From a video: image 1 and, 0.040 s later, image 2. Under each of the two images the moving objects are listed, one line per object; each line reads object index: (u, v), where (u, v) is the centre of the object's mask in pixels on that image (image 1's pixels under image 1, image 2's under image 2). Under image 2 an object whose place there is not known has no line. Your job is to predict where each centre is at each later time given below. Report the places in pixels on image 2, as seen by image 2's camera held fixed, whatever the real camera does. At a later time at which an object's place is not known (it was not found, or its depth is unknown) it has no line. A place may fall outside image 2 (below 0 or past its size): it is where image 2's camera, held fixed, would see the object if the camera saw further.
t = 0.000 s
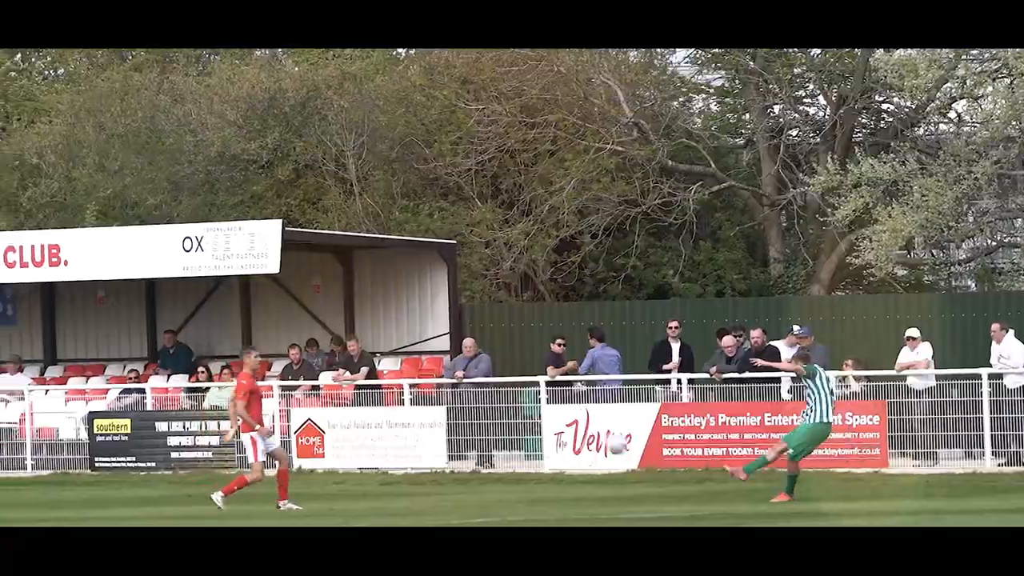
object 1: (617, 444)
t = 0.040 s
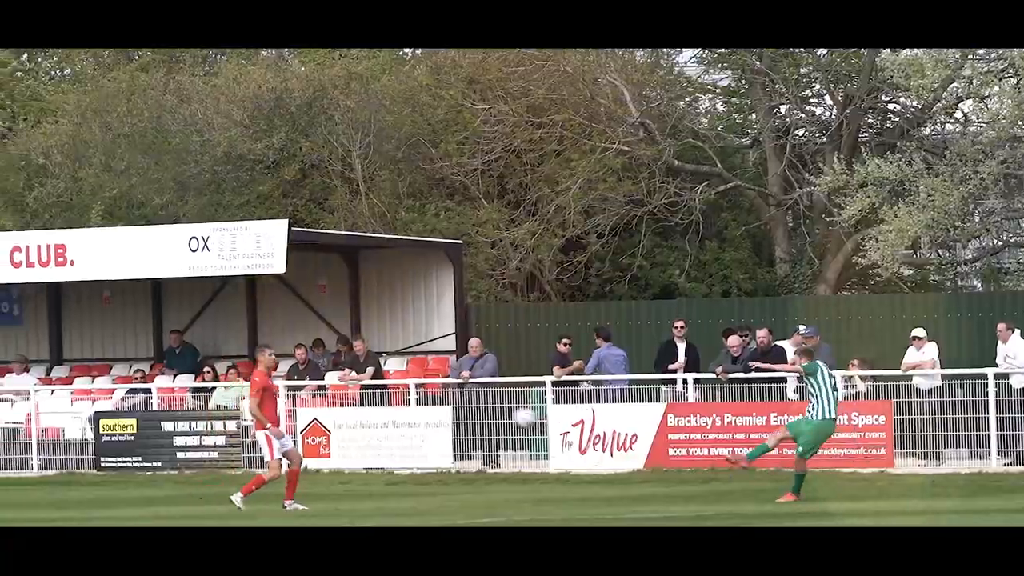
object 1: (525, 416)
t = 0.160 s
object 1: (242, 345)
